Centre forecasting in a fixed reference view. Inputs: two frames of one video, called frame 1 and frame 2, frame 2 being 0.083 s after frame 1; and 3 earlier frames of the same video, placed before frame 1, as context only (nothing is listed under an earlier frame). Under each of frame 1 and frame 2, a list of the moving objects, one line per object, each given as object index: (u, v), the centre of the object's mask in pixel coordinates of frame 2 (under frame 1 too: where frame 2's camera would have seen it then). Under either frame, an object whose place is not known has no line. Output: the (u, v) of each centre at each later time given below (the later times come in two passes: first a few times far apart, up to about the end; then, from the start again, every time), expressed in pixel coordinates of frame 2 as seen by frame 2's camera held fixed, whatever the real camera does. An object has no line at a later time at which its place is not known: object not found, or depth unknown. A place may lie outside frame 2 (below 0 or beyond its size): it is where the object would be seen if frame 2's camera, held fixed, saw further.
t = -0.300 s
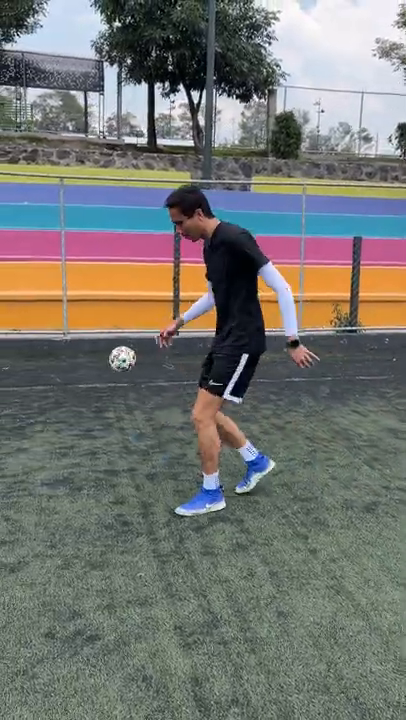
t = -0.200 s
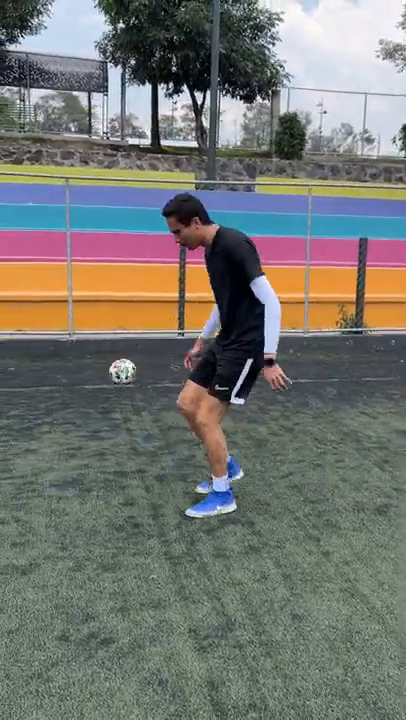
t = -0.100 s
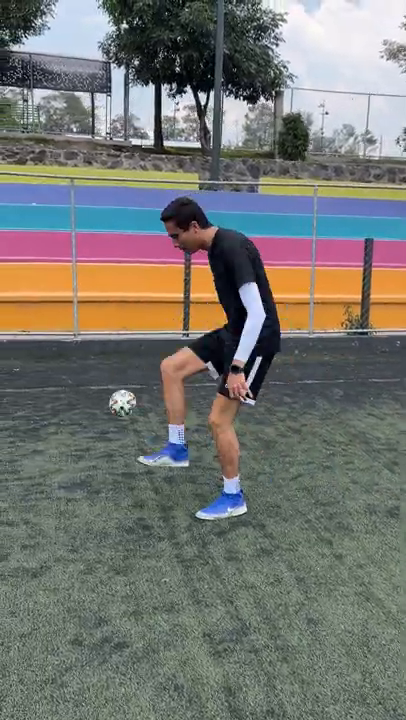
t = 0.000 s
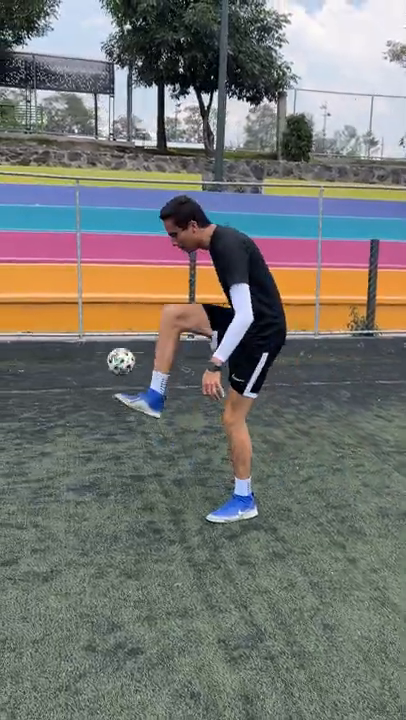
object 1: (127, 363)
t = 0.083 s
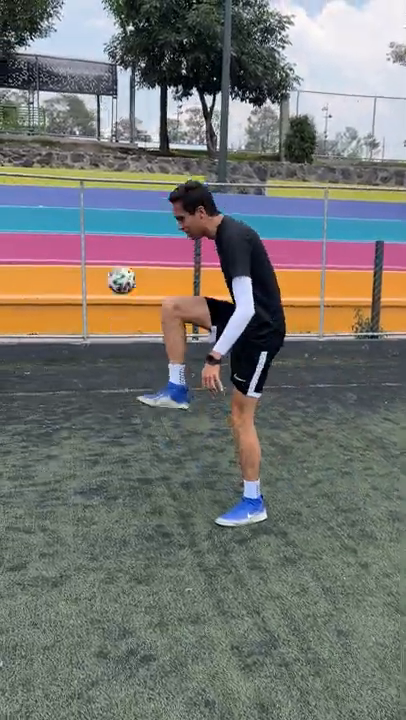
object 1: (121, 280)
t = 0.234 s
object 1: (116, 154)
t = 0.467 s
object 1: (112, 53)
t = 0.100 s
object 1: (120, 264)
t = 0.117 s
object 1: (120, 248)
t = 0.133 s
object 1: (119, 233)
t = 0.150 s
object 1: (118, 219)
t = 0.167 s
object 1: (117, 205)
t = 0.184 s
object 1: (117, 192)
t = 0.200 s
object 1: (115, 179)
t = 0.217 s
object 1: (116, 166)
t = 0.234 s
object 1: (116, 154)
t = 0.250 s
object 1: (116, 142)
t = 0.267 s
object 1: (116, 131)
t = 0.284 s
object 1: (115, 123)
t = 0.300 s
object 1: (114, 120)
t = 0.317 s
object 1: (115, 105)
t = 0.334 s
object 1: (113, 96)
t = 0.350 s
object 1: (113, 88)
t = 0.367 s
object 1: (114, 80)
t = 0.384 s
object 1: (114, 73)
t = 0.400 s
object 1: (114, 68)
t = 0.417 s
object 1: (113, 63)
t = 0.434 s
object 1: (113, 58)
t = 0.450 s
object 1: (113, 55)
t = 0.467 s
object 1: (112, 53)
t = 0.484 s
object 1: (113, 50)
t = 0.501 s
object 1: (112, 49)
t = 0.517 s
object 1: (112, 48)
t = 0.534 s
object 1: (112, 47)
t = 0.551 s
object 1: (111, 47)
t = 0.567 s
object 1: (111, 47)
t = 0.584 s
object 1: (111, 49)
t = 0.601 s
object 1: (110, 52)
